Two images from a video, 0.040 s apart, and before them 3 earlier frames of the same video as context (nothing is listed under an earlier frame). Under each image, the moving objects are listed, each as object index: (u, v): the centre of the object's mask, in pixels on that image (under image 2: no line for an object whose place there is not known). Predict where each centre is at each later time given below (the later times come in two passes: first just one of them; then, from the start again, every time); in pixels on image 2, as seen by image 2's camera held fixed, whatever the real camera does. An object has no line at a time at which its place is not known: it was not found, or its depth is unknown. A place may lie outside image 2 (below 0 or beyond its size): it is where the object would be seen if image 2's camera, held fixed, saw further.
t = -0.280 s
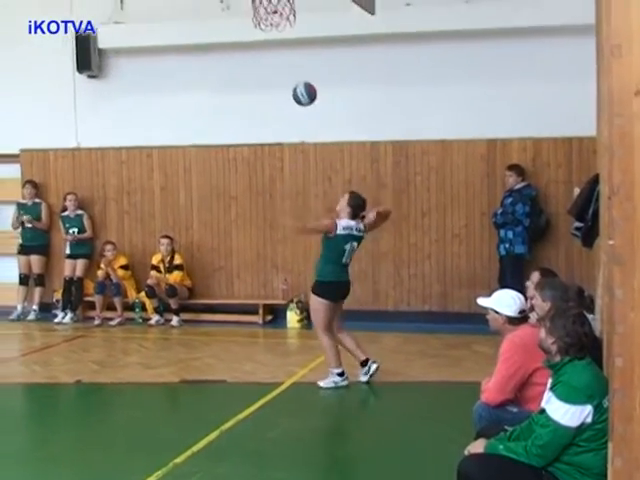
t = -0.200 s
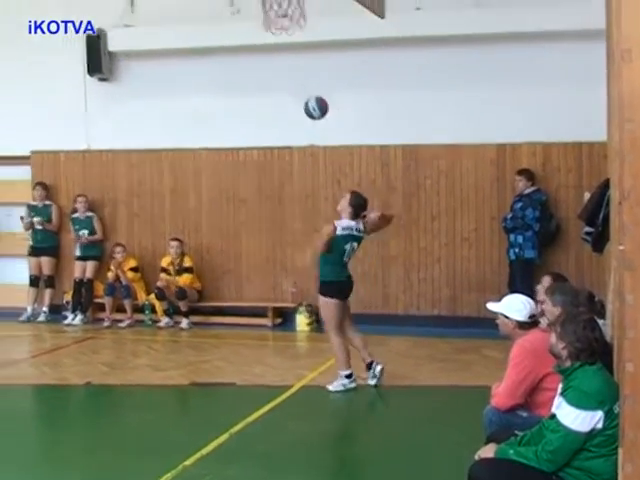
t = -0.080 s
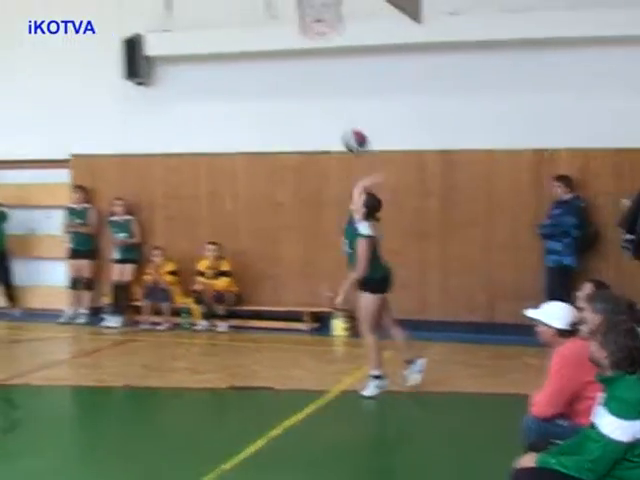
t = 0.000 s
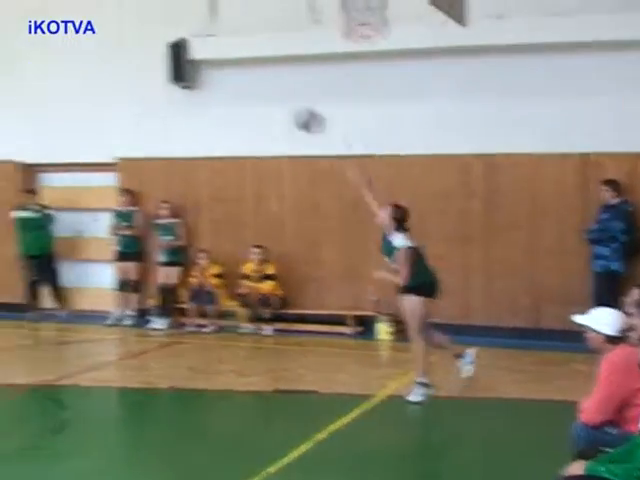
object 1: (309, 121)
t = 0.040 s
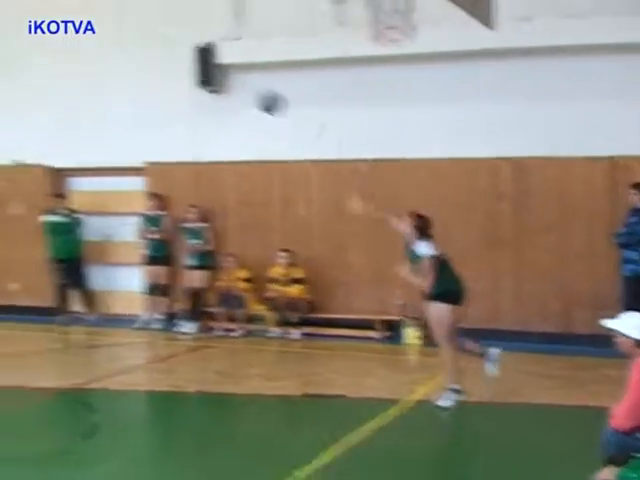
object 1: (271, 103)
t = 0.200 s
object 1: (28, 33)
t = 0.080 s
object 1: (210, 80)
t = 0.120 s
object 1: (146, 64)
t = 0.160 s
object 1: (86, 48)
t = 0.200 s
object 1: (28, 33)
